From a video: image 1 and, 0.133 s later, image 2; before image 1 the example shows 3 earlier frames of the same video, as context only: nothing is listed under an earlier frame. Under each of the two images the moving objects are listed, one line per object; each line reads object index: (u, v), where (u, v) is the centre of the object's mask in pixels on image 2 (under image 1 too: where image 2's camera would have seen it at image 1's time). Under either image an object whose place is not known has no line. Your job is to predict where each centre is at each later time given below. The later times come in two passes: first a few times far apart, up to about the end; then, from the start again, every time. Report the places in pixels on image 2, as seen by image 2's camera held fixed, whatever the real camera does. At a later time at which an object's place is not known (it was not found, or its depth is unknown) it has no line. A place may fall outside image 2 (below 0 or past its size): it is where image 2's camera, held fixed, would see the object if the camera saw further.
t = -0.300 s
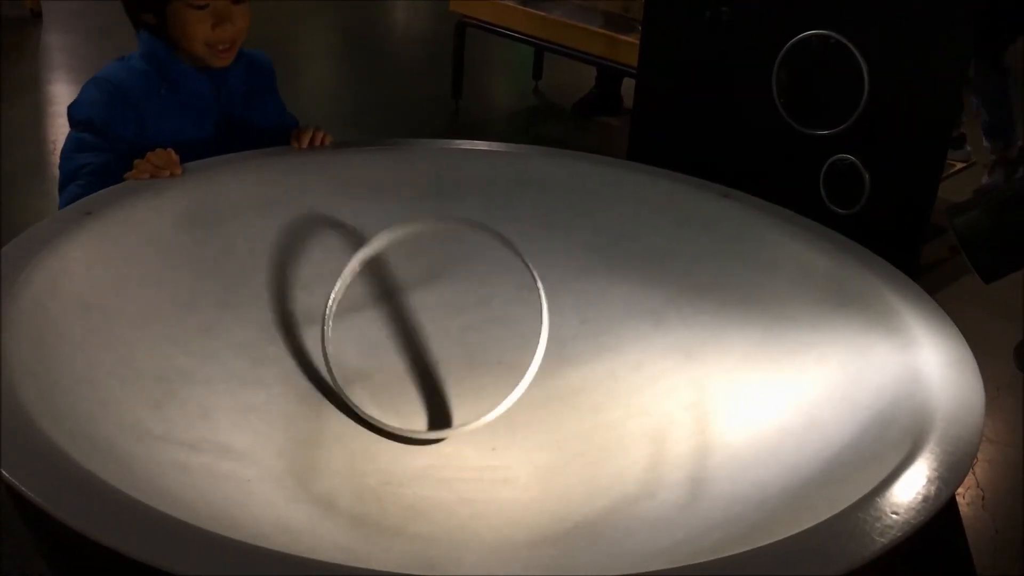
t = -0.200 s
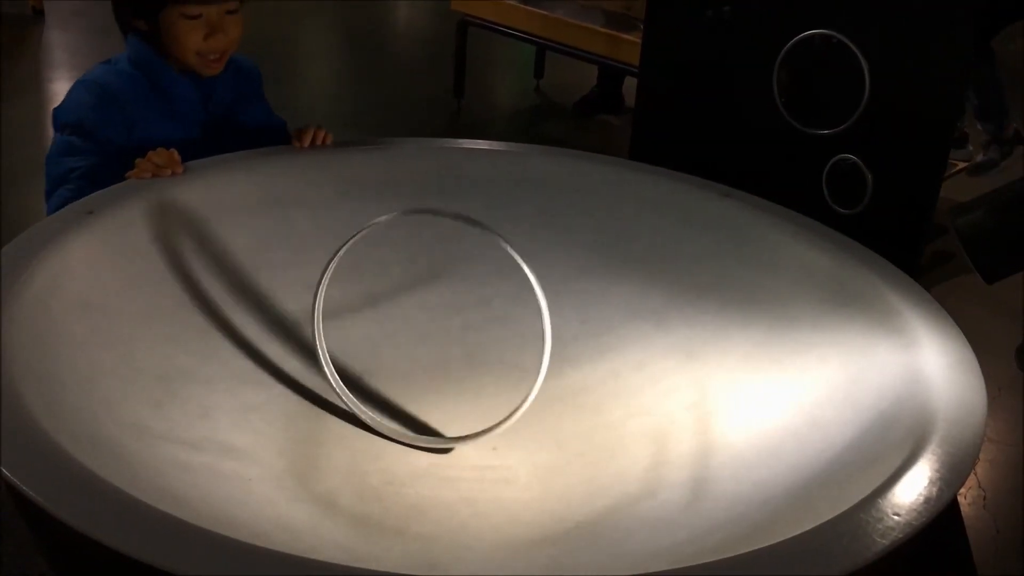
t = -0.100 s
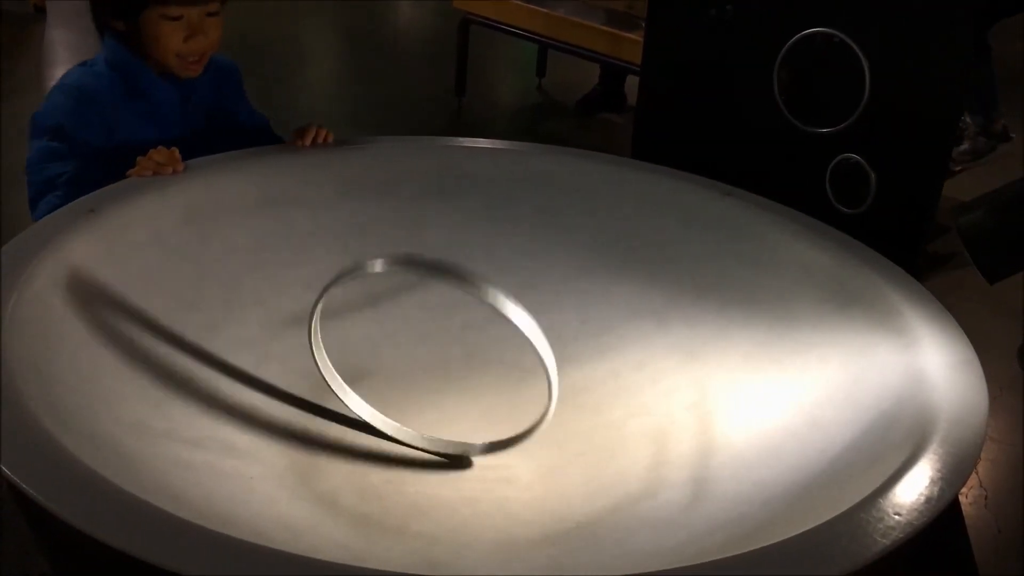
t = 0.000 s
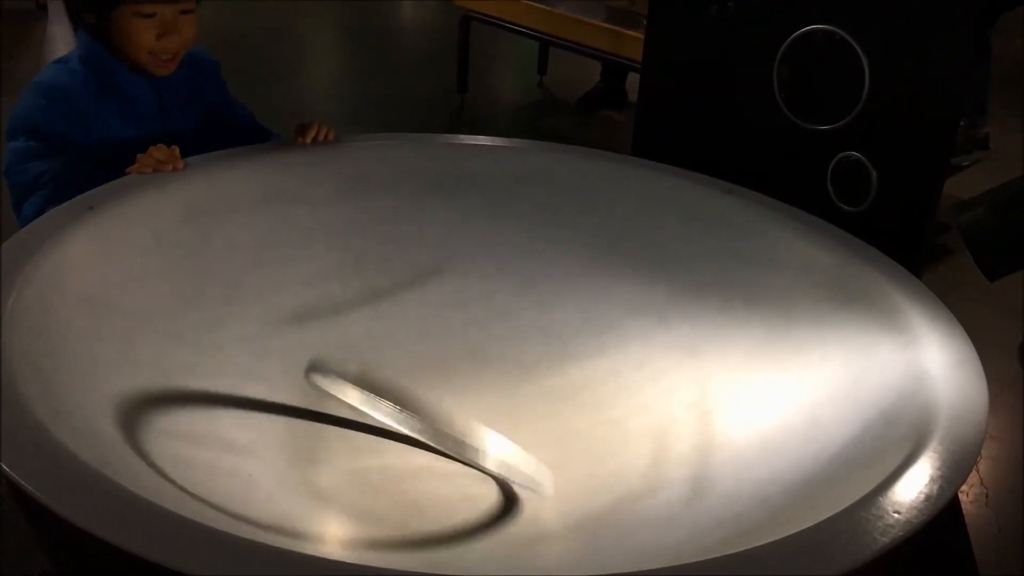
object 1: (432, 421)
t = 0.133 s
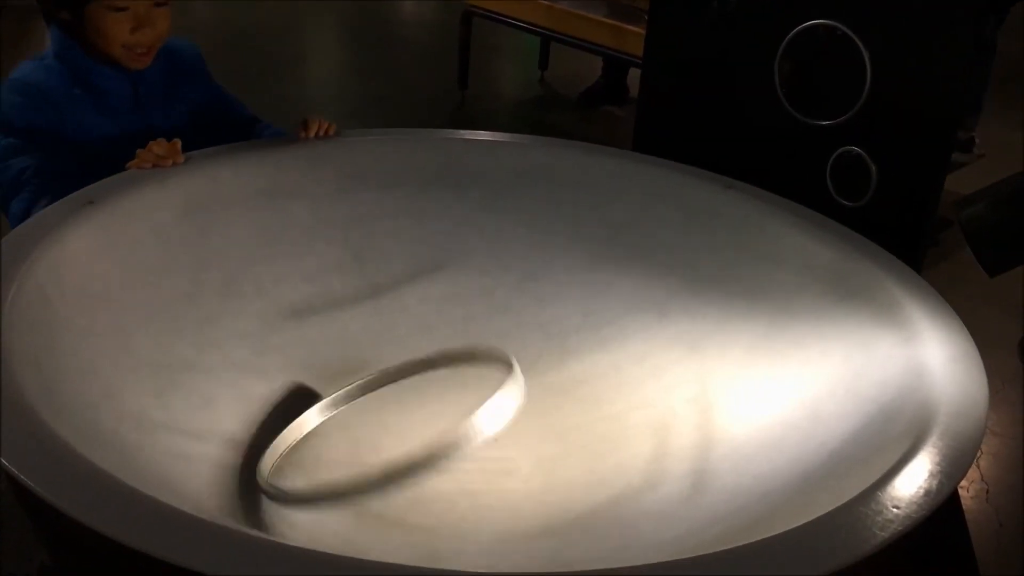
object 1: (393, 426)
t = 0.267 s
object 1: (366, 364)
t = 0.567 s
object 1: (499, 354)
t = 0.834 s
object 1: (524, 420)
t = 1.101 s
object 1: (452, 341)
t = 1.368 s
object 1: (548, 346)
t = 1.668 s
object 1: (479, 379)
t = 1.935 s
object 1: (443, 334)
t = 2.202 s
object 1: (495, 358)
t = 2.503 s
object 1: (434, 368)
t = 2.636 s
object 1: (417, 364)
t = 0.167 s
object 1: (387, 403)
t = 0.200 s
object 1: (383, 382)
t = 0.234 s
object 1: (366, 374)
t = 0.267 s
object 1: (366, 364)
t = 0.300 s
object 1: (370, 356)
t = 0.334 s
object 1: (377, 350)
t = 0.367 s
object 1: (387, 346)
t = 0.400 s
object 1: (401, 343)
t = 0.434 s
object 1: (417, 341)
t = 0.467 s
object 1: (435, 342)
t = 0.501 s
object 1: (455, 344)
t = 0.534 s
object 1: (477, 349)
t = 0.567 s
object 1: (499, 354)
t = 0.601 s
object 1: (518, 364)
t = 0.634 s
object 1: (537, 377)
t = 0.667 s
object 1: (544, 387)
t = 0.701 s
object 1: (550, 398)
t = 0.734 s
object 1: (550, 408)
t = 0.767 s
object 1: (544, 415)
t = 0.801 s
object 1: (535, 419)
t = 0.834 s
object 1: (524, 420)
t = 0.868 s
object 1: (510, 420)
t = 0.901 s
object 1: (495, 417)
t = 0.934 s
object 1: (479, 411)
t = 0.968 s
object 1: (466, 405)
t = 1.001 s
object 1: (455, 395)
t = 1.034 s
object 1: (448, 384)
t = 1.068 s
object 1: (445, 373)
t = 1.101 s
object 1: (452, 341)
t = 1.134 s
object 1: (452, 354)
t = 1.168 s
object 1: (456, 346)
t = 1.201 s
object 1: (469, 338)
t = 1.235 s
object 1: (484, 333)
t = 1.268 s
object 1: (500, 331)
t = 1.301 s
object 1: (516, 333)
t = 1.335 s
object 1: (532, 337)
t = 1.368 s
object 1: (548, 346)
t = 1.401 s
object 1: (555, 360)
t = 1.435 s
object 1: (561, 373)
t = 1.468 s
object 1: (560, 387)
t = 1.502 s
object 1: (554, 396)
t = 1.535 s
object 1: (543, 400)
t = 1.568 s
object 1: (530, 398)
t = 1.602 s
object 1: (513, 393)
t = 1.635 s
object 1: (496, 386)
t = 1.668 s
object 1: (479, 379)
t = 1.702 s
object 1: (464, 371)
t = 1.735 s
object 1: (452, 364)
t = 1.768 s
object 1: (443, 356)
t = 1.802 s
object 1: (436, 349)
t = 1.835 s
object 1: (433, 344)
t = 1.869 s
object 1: (433, 339)
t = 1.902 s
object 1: (437, 335)
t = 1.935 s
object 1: (443, 334)
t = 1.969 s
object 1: (452, 336)
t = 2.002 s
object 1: (464, 341)
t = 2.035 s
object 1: (476, 350)
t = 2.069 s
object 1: (487, 358)
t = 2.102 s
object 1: (494, 359)
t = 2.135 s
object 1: (497, 358)
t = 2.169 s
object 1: (497, 357)
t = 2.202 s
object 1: (495, 358)
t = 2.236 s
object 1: (490, 358)
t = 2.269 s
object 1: (484, 360)
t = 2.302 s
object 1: (477, 362)
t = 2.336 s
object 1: (470, 364)
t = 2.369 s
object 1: (462, 365)
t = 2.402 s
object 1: (455, 367)
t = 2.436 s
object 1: (447, 367)
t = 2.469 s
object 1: (441, 368)
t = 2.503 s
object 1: (434, 368)
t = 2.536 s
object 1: (429, 367)
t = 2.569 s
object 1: (424, 367)
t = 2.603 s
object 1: (420, 366)
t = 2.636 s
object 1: (417, 364)
